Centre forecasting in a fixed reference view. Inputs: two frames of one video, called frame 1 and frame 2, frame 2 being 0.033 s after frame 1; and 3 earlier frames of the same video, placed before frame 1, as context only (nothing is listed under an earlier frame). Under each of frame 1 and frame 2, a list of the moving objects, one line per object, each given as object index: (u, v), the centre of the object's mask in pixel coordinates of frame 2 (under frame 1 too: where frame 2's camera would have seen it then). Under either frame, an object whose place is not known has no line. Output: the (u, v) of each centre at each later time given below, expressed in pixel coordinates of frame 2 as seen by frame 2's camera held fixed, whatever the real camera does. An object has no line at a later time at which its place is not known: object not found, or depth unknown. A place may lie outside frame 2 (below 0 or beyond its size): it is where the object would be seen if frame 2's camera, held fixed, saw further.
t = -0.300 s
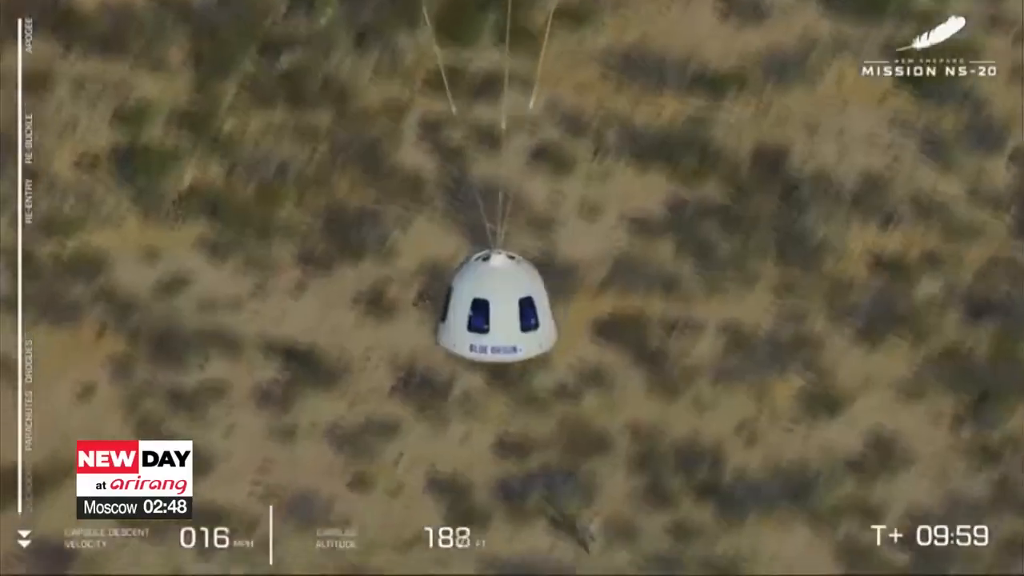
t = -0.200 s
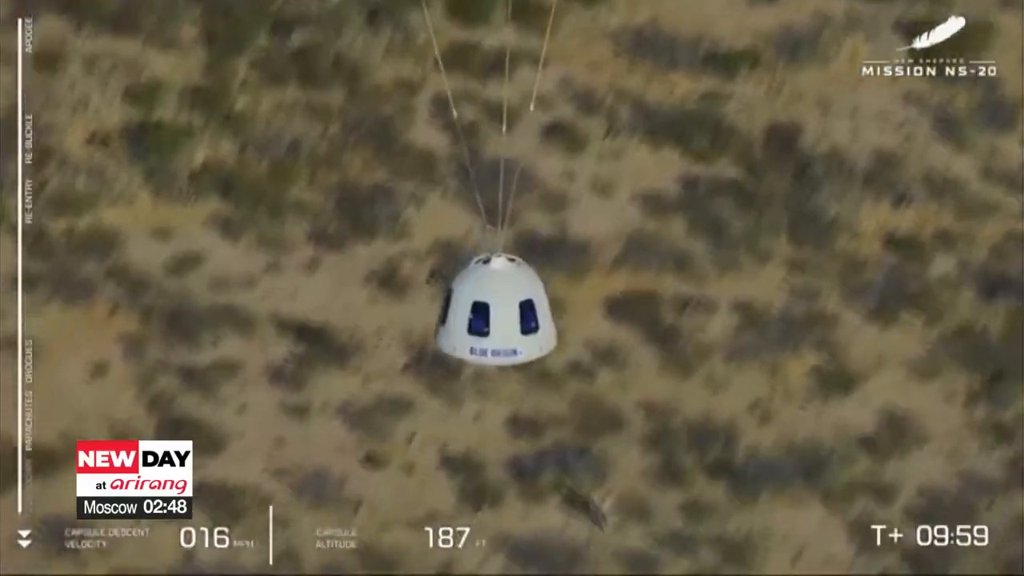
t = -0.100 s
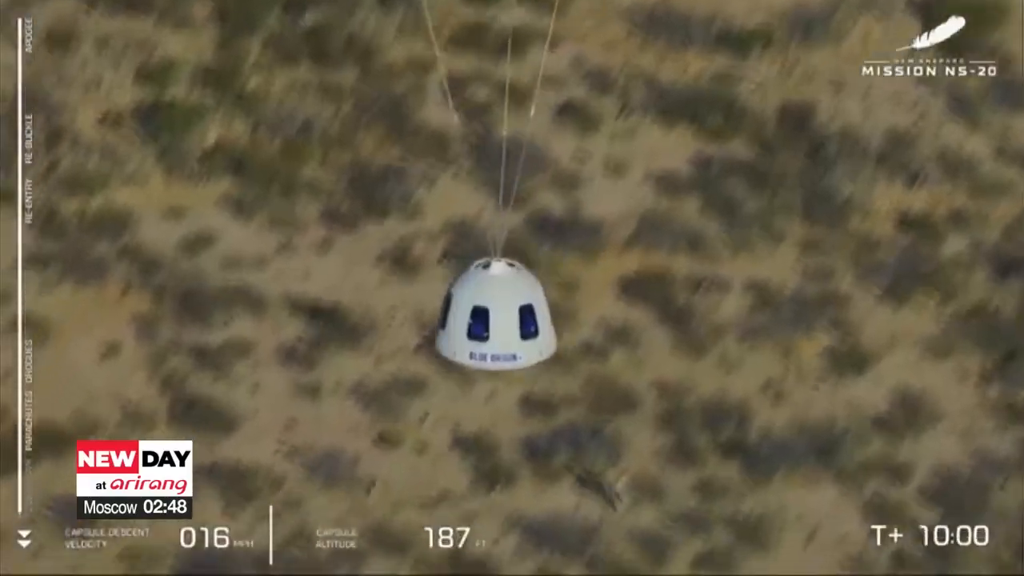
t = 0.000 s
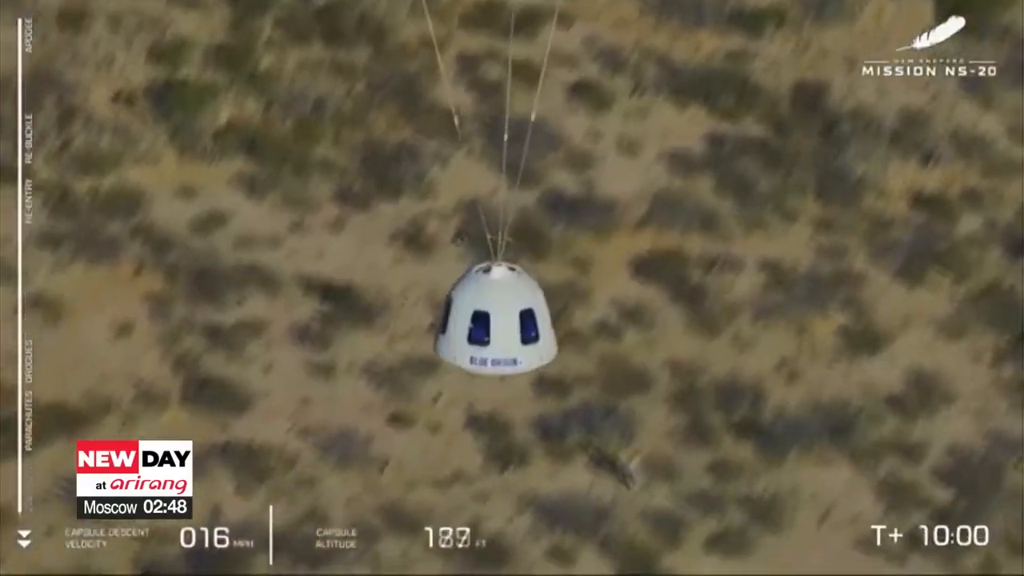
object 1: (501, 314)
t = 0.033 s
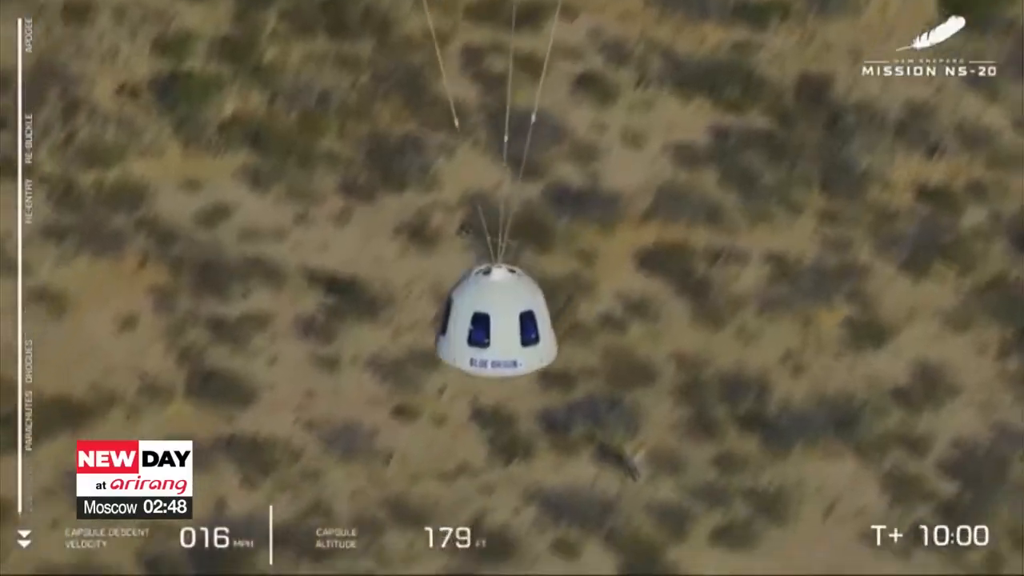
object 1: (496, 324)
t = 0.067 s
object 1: (492, 332)
